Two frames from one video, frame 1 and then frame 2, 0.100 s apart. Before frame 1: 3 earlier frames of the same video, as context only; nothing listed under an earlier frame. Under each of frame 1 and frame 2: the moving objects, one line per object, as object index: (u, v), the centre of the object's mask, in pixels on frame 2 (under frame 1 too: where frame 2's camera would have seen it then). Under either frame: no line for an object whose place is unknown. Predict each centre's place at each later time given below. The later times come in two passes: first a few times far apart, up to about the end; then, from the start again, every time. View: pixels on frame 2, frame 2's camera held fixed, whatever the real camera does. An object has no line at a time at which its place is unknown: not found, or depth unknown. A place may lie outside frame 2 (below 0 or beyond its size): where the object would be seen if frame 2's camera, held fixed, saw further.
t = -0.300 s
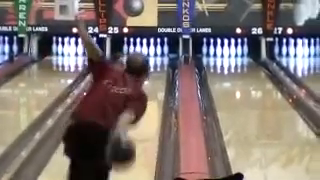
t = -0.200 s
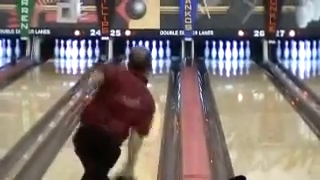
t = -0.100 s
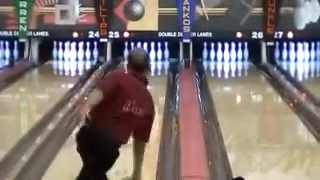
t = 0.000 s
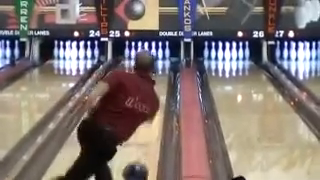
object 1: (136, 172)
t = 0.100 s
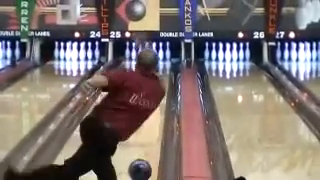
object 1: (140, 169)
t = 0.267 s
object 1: (145, 150)
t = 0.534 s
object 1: (152, 124)
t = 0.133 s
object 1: (141, 165)
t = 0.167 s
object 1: (142, 162)
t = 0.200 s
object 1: (143, 158)
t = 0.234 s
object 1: (144, 154)
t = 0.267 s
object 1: (145, 150)
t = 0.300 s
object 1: (146, 146)
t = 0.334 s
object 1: (147, 142)
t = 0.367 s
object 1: (148, 139)
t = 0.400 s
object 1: (148, 136)
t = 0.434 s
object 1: (149, 132)
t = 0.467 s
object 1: (150, 130)
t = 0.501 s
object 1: (151, 127)
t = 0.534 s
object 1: (152, 124)
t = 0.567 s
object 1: (152, 121)
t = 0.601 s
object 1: (152, 118)
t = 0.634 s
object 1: (152, 117)
